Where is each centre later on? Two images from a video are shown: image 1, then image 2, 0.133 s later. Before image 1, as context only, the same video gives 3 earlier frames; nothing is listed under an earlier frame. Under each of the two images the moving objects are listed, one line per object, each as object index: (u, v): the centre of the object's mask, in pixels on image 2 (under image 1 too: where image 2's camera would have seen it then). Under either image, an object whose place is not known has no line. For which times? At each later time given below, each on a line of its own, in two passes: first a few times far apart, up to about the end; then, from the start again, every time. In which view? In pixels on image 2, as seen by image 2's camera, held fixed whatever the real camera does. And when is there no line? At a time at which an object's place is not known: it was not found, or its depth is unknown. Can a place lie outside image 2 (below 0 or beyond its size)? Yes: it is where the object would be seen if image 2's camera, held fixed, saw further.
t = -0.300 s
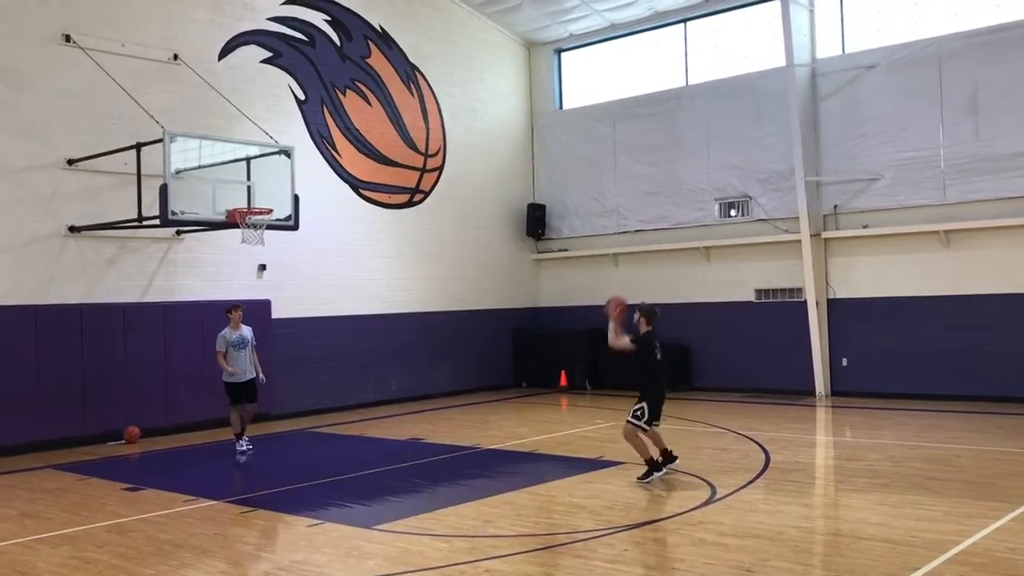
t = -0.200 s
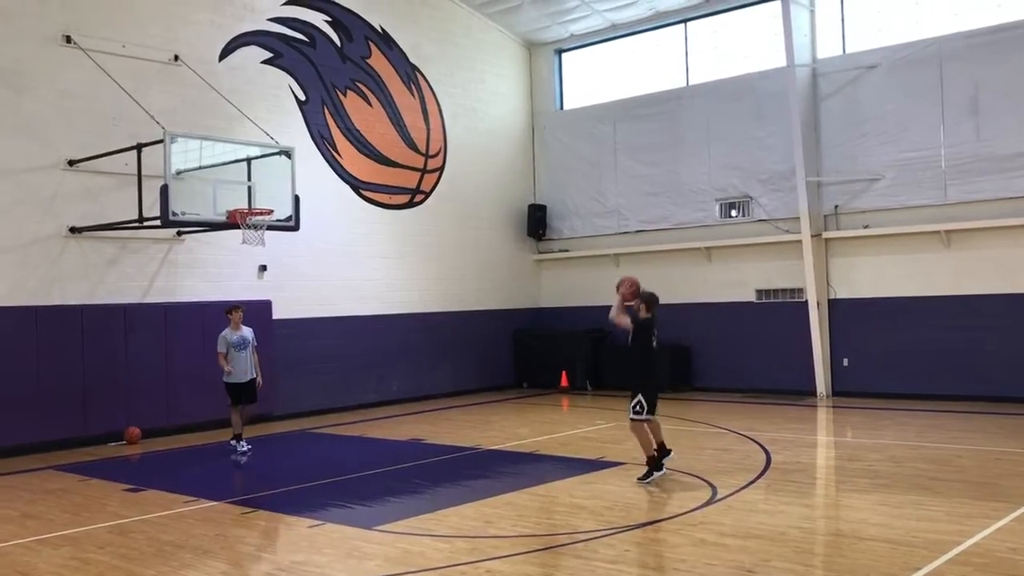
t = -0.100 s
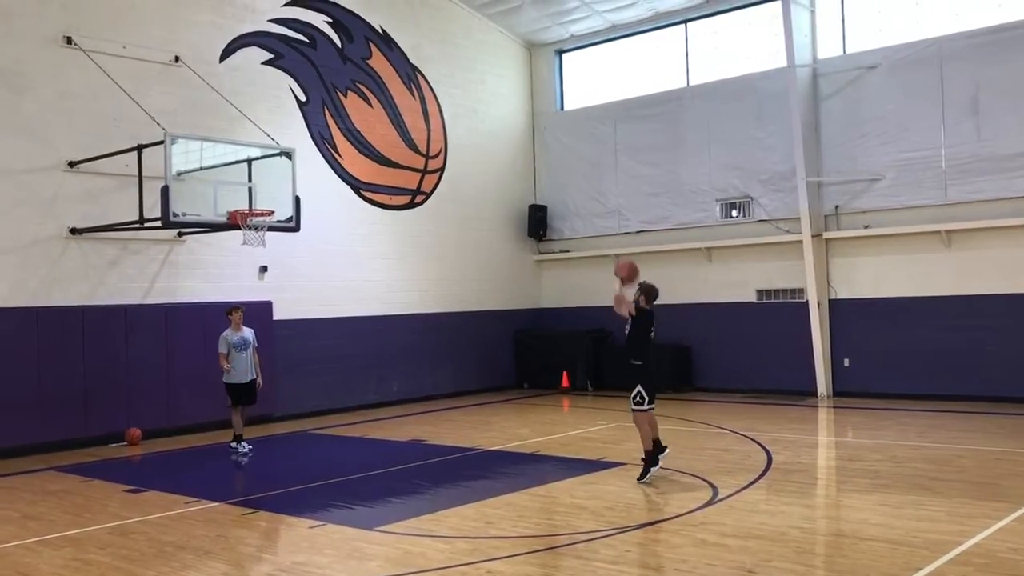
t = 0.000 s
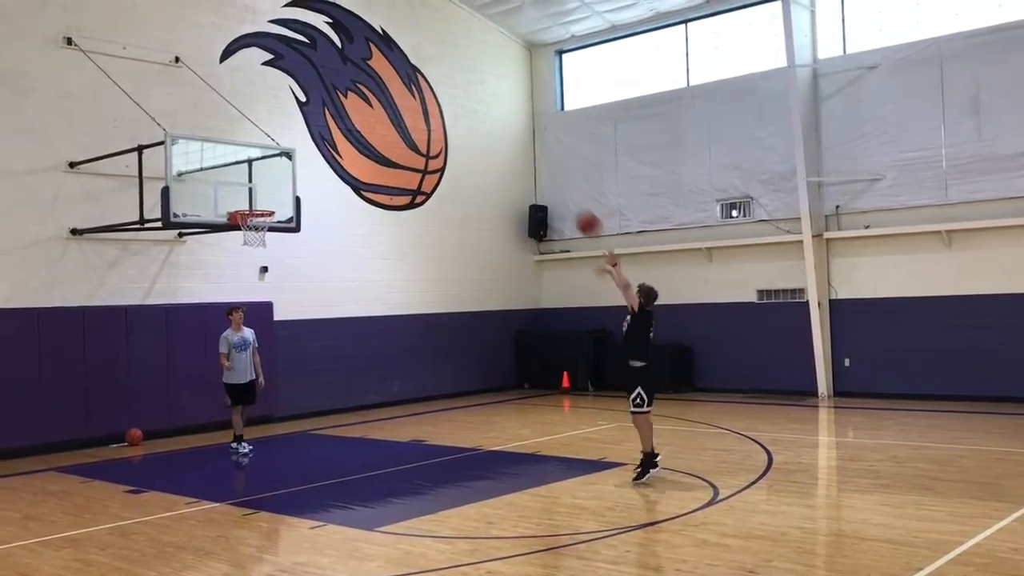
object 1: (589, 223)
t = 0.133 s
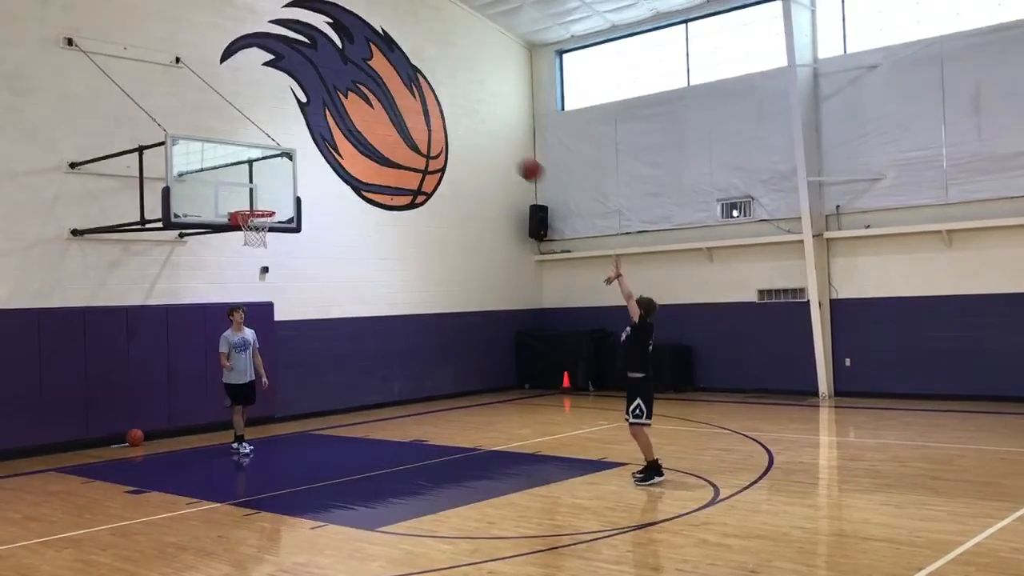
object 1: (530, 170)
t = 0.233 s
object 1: (490, 141)
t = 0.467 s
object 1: (406, 114)
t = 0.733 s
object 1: (323, 142)
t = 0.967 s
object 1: (260, 202)
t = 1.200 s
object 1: (242, 195)
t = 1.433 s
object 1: (262, 199)
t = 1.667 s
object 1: (285, 249)
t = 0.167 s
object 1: (516, 159)
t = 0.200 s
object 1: (503, 149)
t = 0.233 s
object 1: (490, 141)
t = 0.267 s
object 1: (477, 134)
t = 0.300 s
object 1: (465, 128)
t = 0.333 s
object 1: (453, 123)
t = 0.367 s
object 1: (440, 120)
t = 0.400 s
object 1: (428, 116)
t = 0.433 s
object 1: (417, 115)
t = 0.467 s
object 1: (406, 114)
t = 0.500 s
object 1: (394, 115)
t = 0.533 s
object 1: (383, 116)
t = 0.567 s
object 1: (372, 118)
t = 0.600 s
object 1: (362, 120)
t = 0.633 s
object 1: (353, 124)
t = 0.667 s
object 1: (343, 129)
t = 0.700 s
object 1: (332, 135)
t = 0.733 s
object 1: (323, 142)
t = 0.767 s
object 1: (312, 149)
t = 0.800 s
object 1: (303, 157)
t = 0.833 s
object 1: (293, 166)
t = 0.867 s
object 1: (284, 176)
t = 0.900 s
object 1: (275, 186)
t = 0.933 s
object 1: (266, 197)
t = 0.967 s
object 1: (260, 202)
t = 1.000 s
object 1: (254, 201)
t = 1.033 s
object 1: (249, 200)
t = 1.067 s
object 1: (244, 201)
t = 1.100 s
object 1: (238, 202)
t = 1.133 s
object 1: (236, 201)
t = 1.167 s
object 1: (239, 198)
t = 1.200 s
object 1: (242, 195)
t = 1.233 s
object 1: (244, 193)
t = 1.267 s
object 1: (247, 192)
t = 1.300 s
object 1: (250, 192)
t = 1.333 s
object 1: (253, 192)
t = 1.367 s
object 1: (256, 193)
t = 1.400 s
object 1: (259, 195)
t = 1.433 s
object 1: (262, 199)
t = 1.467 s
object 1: (265, 204)
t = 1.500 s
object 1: (268, 209)
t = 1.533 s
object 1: (271, 214)
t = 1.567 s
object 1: (275, 222)
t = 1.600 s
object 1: (278, 231)
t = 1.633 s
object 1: (282, 241)
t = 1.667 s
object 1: (285, 249)
